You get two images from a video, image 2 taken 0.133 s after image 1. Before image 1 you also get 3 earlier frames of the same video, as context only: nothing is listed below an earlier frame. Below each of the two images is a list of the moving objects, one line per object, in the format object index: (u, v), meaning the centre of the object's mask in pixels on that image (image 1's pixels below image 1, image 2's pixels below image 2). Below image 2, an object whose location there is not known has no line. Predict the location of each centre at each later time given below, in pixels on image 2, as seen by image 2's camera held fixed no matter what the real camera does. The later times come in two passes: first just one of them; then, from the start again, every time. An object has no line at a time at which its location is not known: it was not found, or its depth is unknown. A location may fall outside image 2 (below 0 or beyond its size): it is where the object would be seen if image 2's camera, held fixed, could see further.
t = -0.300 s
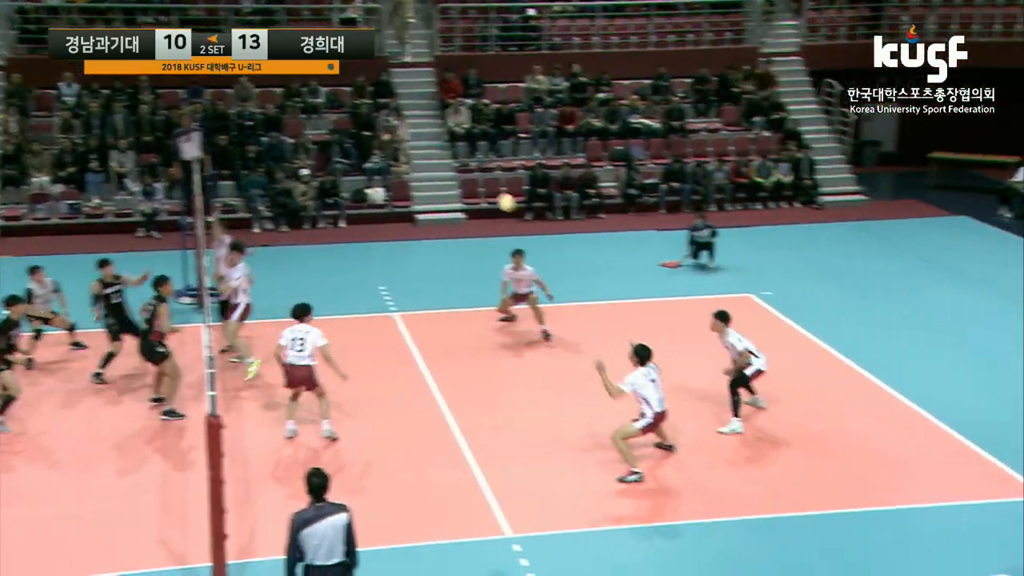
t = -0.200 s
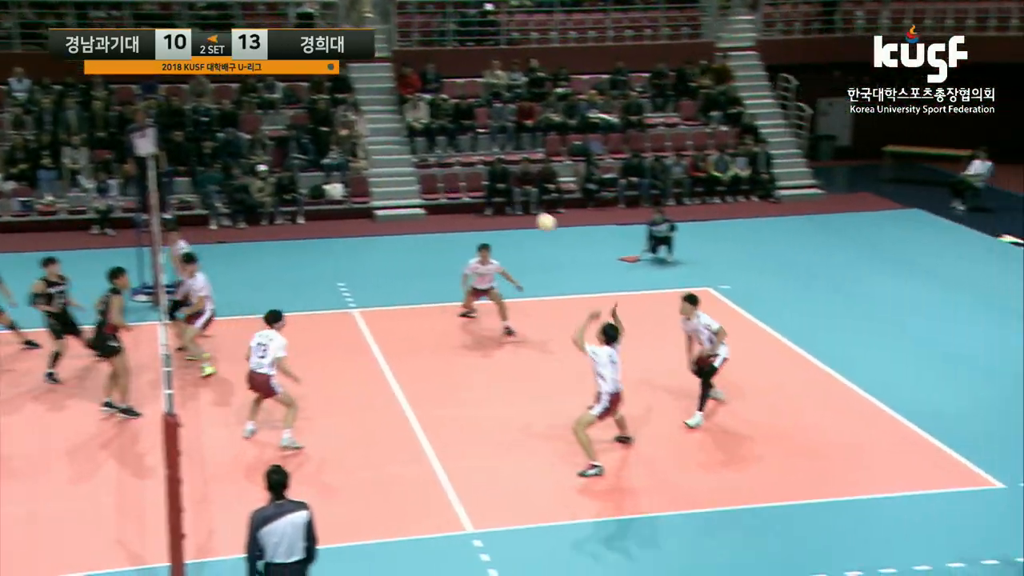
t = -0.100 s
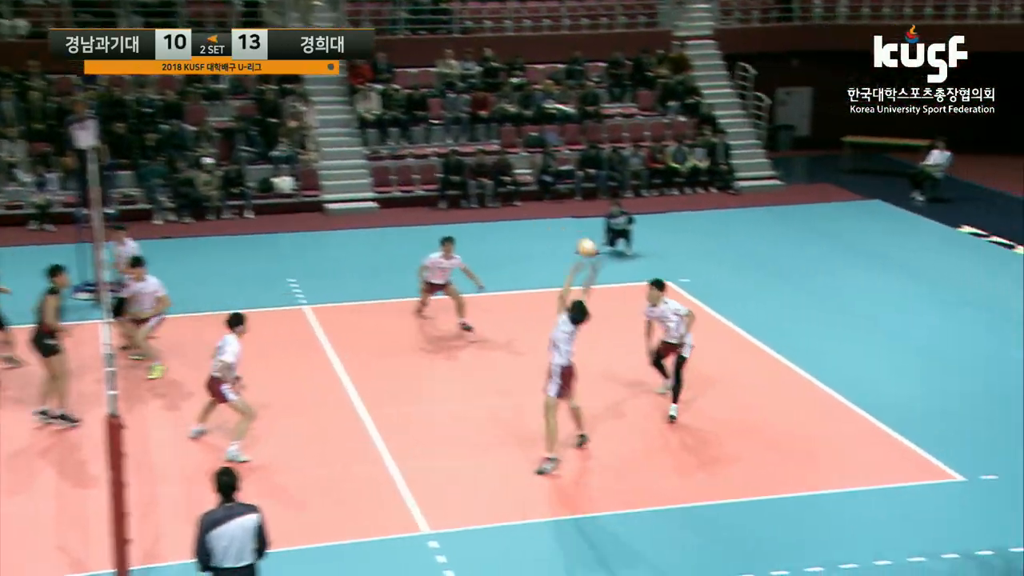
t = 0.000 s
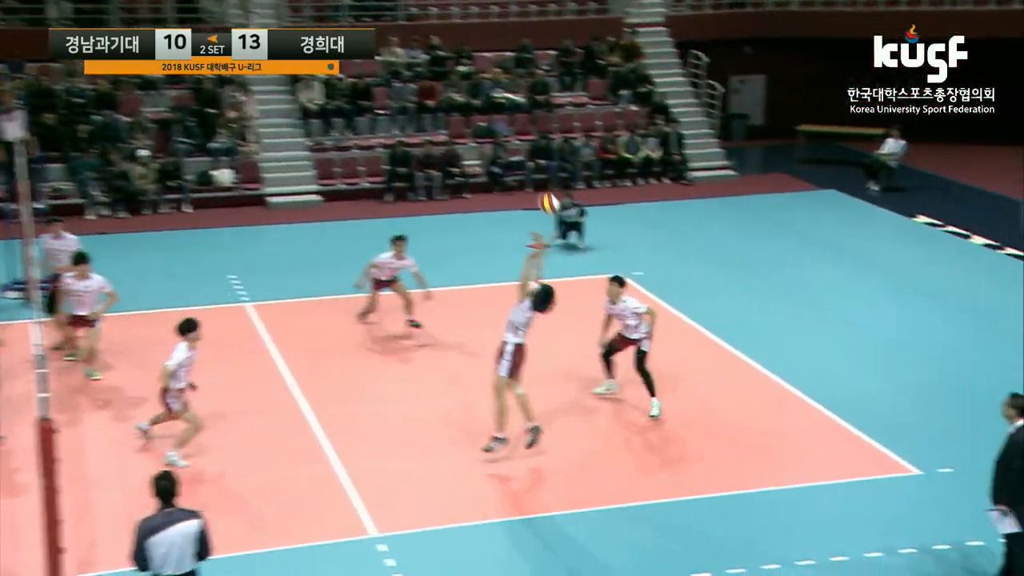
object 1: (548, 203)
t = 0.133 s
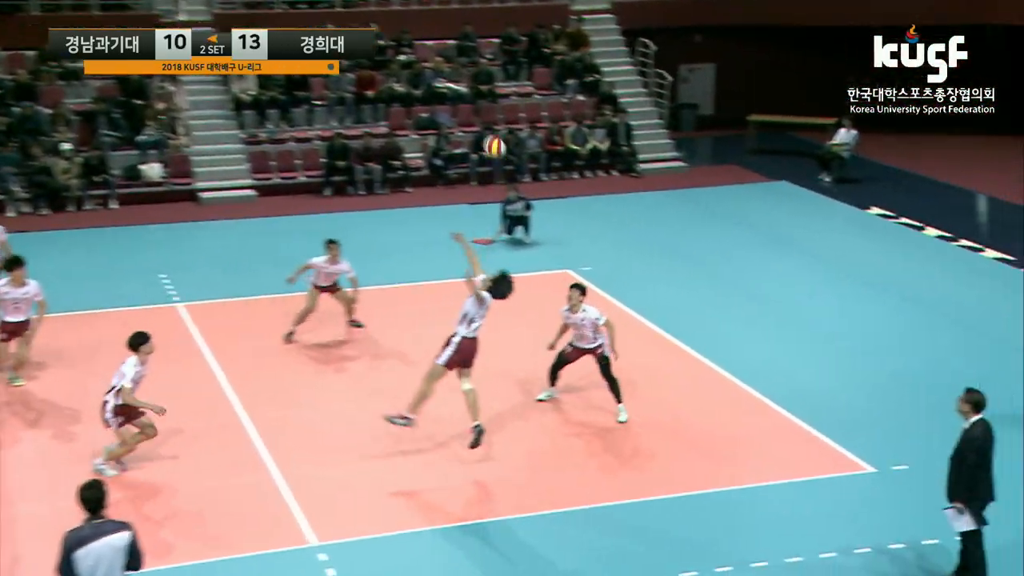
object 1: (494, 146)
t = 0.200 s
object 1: (494, 128)
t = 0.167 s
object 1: (493, 136)
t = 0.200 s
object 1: (494, 128)
